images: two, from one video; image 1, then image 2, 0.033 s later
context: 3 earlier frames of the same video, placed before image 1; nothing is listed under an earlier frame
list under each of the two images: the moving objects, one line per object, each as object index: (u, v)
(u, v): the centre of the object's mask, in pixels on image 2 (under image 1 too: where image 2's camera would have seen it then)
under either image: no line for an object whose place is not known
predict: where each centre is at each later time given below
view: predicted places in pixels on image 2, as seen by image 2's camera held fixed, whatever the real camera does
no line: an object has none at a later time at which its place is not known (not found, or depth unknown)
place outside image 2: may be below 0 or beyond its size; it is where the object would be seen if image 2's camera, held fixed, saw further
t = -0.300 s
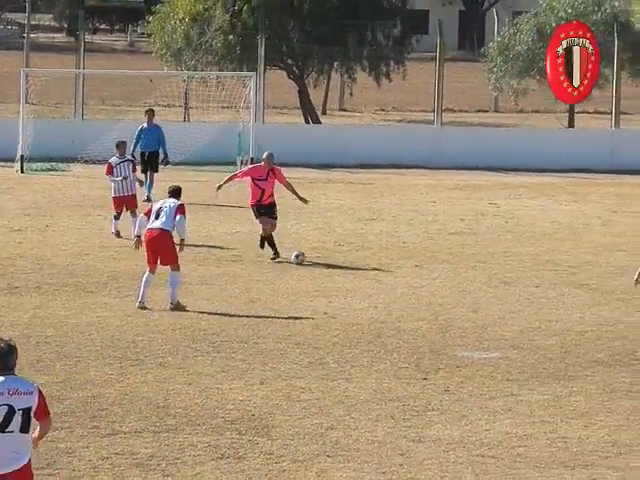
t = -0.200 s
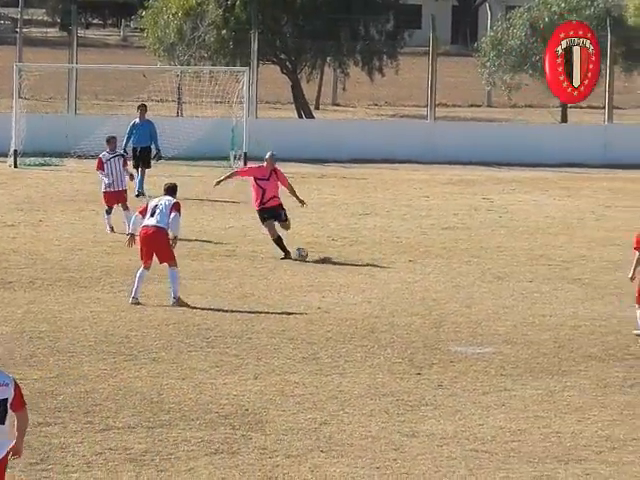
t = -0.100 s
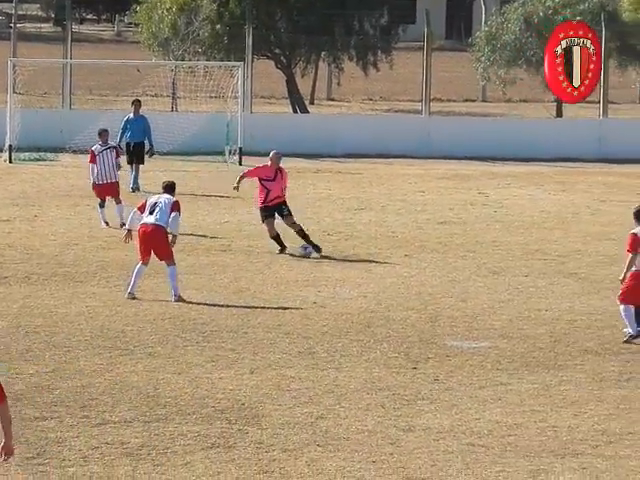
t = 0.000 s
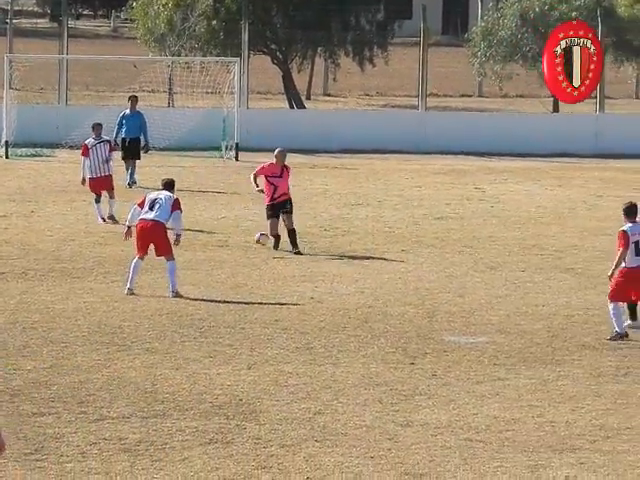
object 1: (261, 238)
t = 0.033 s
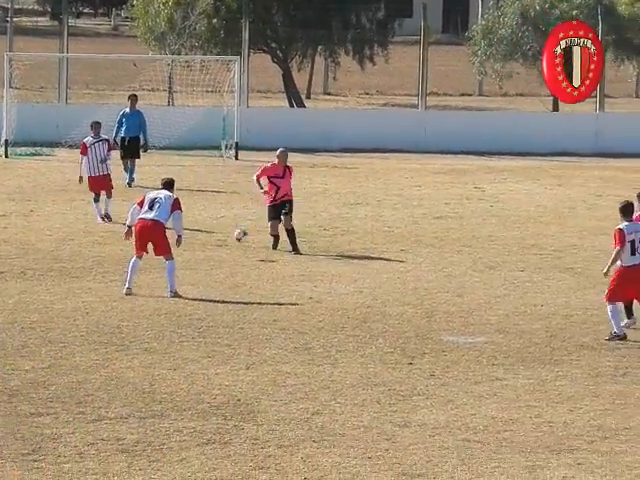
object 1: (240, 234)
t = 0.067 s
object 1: (220, 233)
